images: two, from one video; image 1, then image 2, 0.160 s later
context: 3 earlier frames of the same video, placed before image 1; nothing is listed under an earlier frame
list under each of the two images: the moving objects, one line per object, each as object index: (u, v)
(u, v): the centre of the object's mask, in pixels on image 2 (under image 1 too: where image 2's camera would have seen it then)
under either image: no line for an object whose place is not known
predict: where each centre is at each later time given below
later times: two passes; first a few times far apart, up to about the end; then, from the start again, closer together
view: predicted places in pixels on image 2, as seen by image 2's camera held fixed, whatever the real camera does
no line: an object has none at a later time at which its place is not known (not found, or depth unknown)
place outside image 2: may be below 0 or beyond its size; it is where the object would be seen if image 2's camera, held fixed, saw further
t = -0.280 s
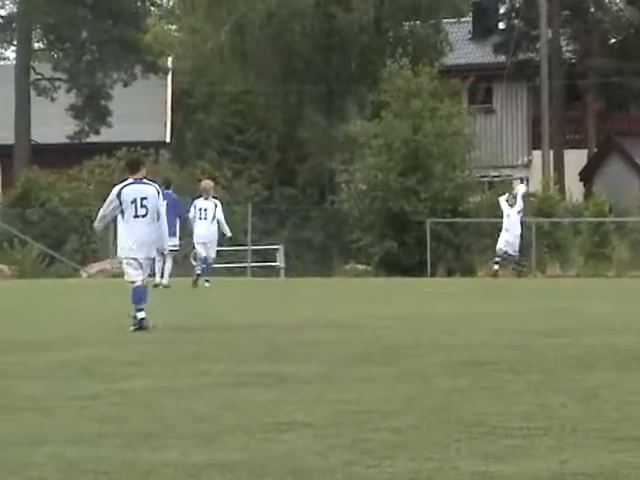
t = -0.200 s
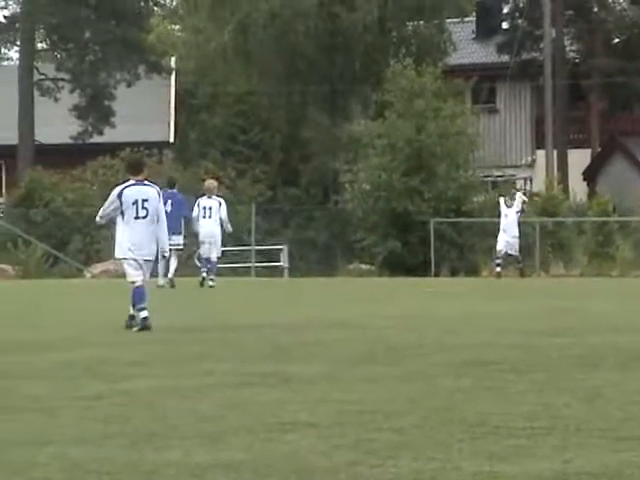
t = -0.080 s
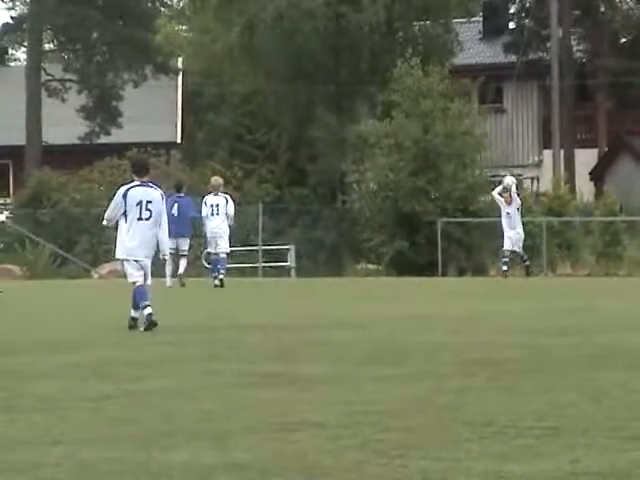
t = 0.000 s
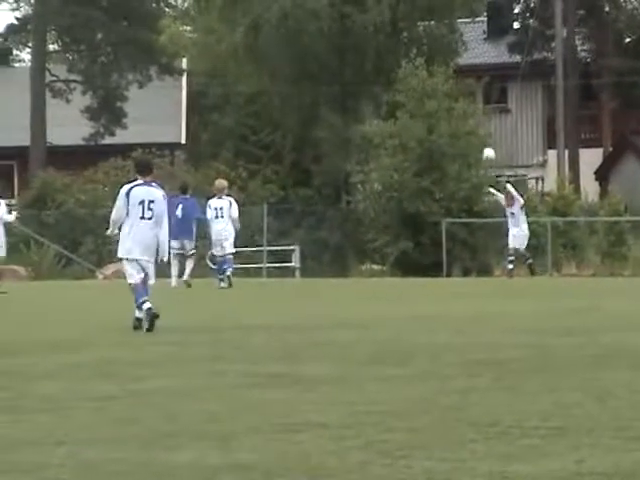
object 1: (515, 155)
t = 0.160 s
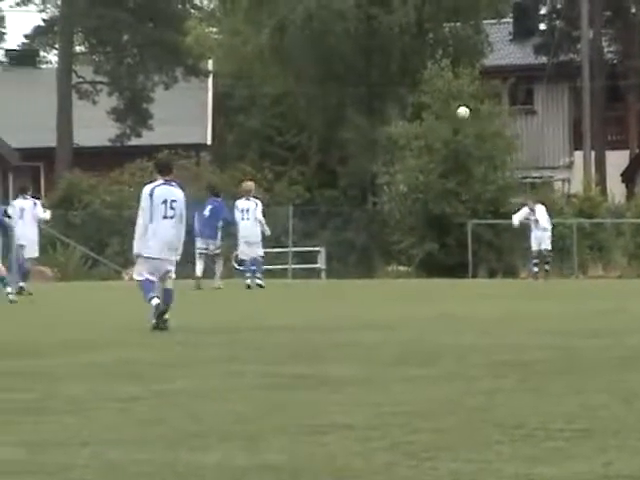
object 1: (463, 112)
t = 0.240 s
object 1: (436, 96)
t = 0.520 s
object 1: (345, 67)
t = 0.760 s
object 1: (265, 77)
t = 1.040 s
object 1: (169, 133)
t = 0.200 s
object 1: (450, 103)
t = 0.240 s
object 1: (436, 96)
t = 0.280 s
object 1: (424, 88)
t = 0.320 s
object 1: (411, 83)
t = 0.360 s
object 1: (397, 79)
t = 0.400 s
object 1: (384, 74)
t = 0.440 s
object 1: (371, 71)
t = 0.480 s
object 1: (358, 68)
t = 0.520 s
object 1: (345, 67)
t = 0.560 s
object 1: (331, 67)
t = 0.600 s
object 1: (319, 67)
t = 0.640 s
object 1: (305, 68)
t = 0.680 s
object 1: (292, 70)
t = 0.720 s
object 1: (278, 73)
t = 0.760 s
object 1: (265, 77)
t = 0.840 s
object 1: (238, 89)
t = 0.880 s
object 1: (224, 96)
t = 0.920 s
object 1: (212, 104)
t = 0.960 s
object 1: (198, 113)
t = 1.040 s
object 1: (169, 133)
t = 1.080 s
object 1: (156, 147)
